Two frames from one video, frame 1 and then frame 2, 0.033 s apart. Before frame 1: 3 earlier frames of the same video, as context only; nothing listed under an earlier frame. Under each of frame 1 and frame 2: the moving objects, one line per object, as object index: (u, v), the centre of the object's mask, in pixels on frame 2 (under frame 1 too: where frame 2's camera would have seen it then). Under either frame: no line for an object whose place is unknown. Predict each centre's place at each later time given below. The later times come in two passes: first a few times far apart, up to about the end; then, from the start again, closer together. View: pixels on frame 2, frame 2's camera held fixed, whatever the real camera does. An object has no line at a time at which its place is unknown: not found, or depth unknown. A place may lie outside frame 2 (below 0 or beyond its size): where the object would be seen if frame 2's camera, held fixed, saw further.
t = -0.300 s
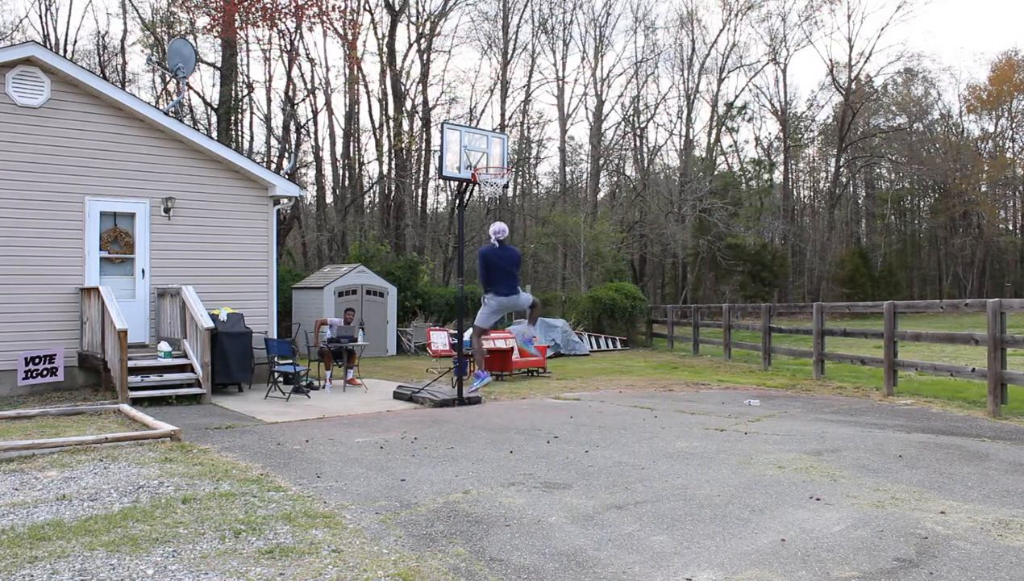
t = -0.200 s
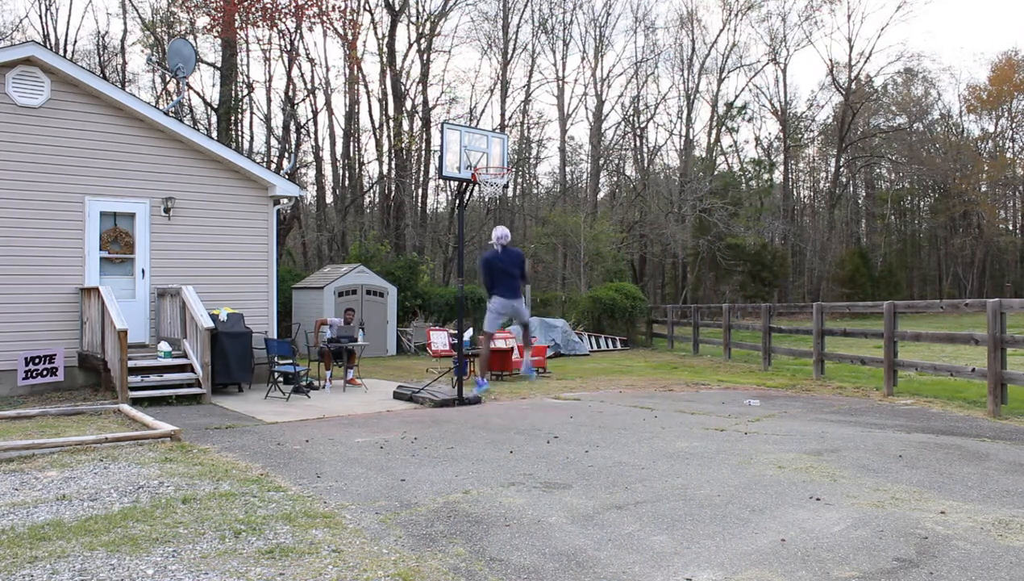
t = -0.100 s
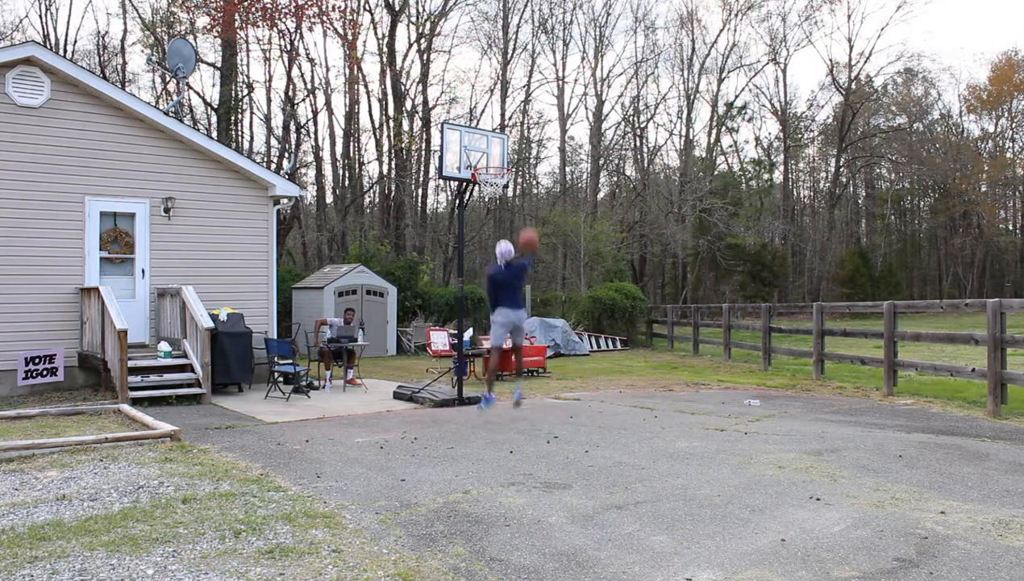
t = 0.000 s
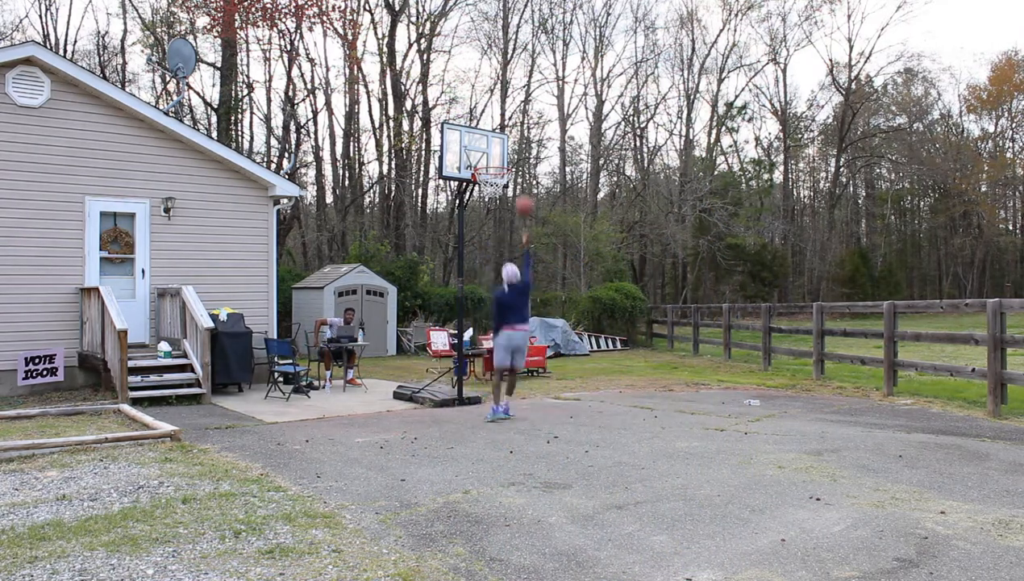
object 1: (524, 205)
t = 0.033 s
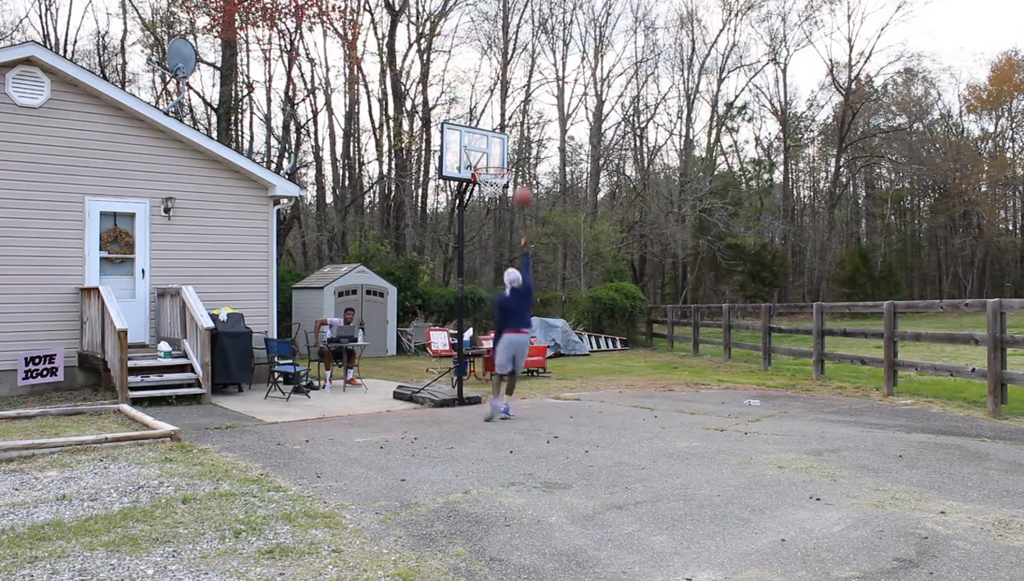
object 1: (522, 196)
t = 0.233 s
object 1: (513, 160)
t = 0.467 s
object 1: (501, 156)
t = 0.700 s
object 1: (489, 195)
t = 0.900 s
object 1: (482, 254)
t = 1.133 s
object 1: (471, 359)
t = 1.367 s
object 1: (476, 340)
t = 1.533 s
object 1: (483, 301)
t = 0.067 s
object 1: (521, 188)
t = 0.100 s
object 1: (520, 180)
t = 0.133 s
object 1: (517, 173)
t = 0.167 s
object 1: (516, 168)
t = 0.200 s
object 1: (514, 163)
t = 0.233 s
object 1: (513, 160)
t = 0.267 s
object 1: (511, 157)
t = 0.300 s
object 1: (509, 155)
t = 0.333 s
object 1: (507, 153)
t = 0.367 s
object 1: (506, 153)
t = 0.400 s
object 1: (504, 153)
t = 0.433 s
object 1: (502, 154)
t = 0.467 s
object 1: (501, 156)
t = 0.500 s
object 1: (499, 158)
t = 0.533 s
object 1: (497, 161)
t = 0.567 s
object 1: (496, 166)
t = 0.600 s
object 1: (495, 172)
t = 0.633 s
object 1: (492, 176)
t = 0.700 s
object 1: (489, 195)
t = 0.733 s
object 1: (488, 202)
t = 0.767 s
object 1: (486, 209)
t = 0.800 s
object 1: (485, 219)
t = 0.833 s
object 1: (484, 229)
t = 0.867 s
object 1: (482, 240)
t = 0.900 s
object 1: (482, 254)
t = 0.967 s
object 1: (479, 279)
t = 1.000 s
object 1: (477, 295)
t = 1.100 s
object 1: (472, 342)
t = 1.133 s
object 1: (471, 359)
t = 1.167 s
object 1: (471, 377)
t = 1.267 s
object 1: (471, 375)
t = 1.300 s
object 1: (472, 363)
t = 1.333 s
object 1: (474, 350)
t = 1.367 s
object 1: (476, 340)
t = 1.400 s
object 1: (478, 331)
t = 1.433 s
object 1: (479, 322)
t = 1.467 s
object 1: (480, 314)
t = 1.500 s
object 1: (482, 308)
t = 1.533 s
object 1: (483, 301)
